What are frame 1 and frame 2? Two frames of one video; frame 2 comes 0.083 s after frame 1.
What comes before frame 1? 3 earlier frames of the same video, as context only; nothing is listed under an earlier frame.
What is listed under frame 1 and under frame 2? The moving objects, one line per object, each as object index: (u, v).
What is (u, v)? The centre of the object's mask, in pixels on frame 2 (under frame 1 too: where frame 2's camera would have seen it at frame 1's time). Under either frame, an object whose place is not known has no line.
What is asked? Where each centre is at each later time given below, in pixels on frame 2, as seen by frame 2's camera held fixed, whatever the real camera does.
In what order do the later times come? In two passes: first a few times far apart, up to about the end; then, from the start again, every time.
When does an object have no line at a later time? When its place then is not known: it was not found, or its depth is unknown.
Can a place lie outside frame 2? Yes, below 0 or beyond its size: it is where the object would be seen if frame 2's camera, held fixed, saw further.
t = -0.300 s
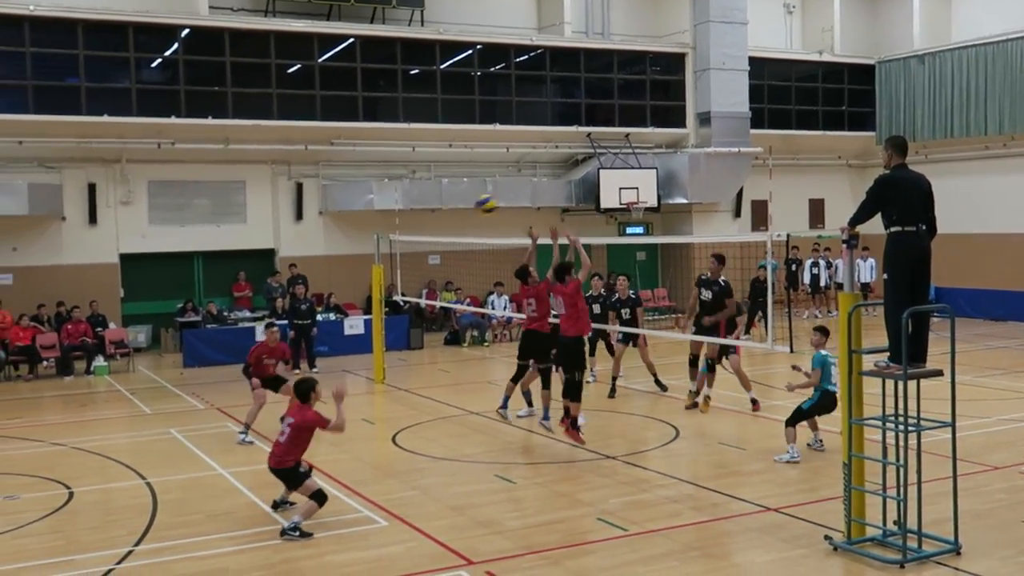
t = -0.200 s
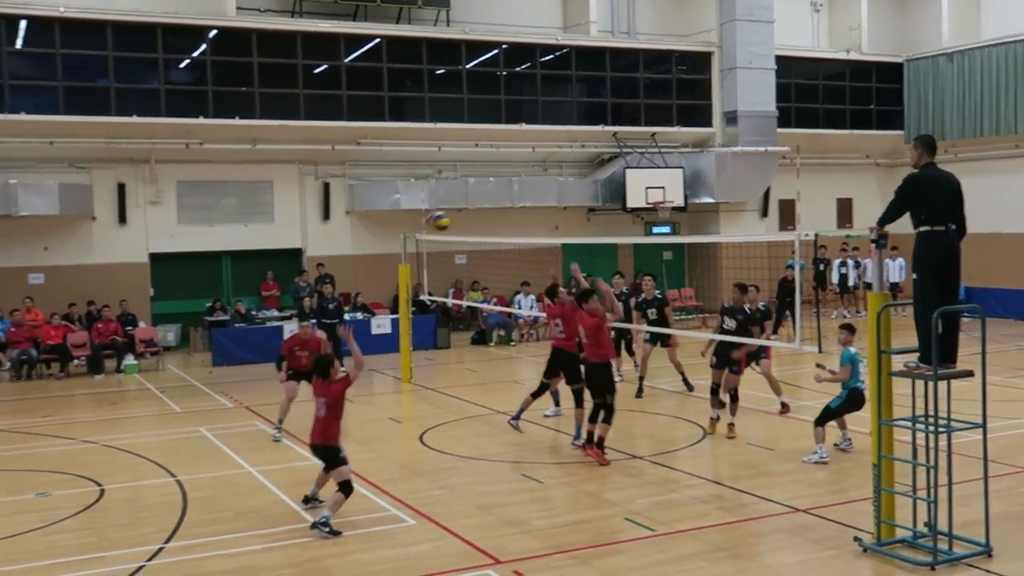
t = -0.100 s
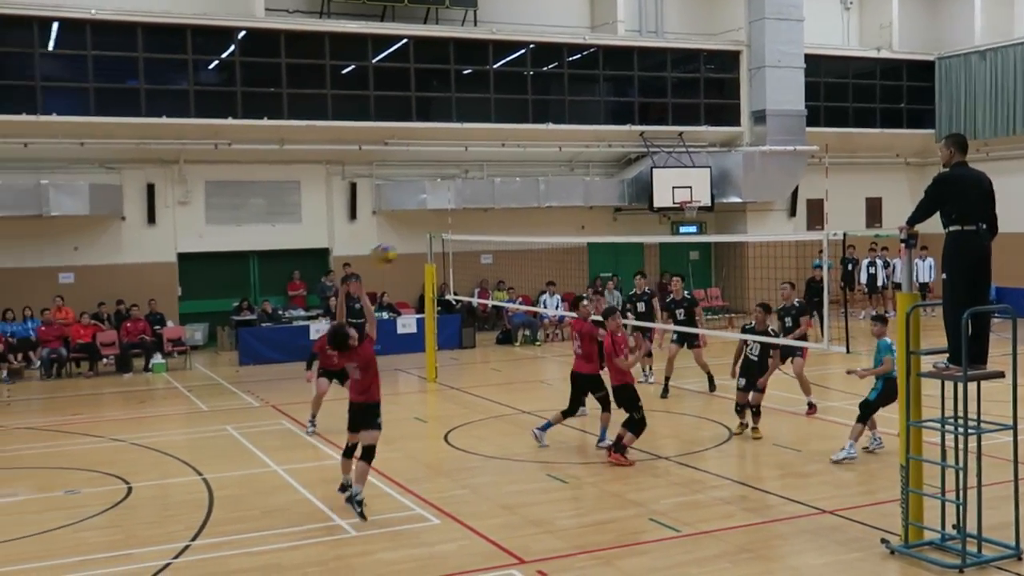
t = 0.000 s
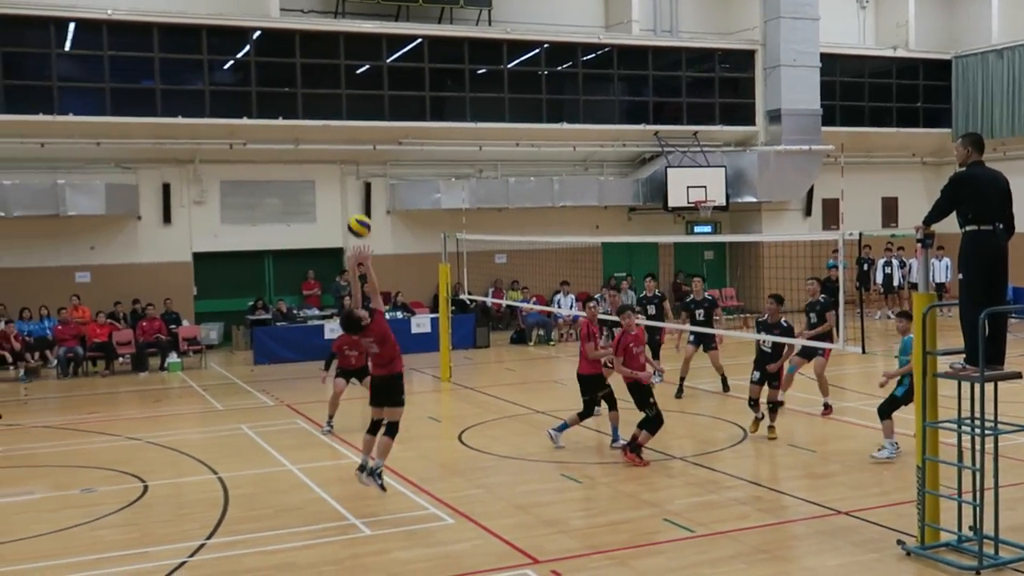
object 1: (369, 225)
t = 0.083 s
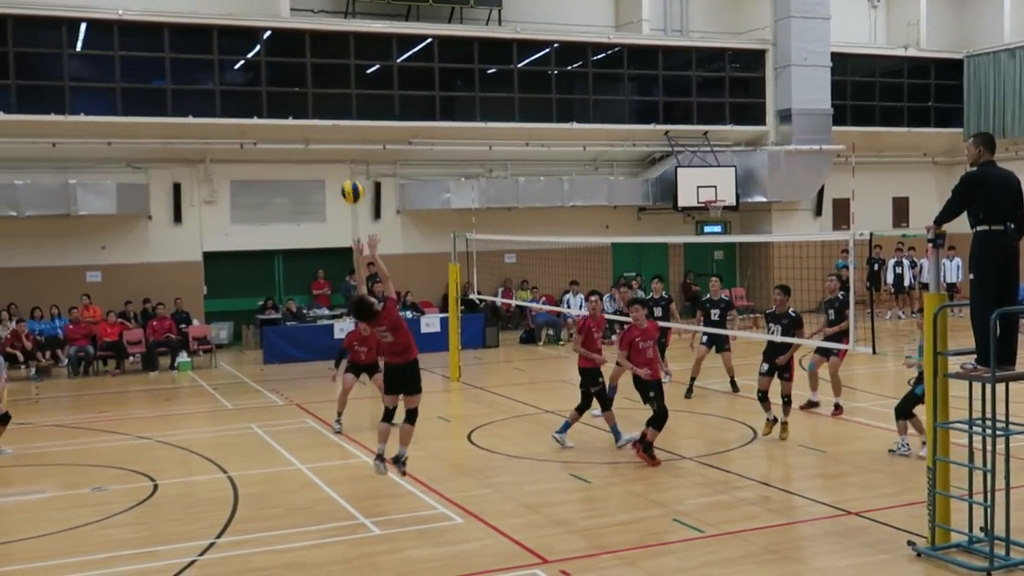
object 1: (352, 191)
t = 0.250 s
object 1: (320, 147)
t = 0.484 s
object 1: (276, 136)
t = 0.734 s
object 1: (232, 191)
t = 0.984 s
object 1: (194, 314)
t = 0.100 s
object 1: (349, 187)
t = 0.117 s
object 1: (345, 181)
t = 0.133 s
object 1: (342, 176)
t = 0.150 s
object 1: (339, 170)
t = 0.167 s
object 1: (335, 164)
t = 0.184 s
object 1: (332, 161)
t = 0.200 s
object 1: (329, 157)
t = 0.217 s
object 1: (326, 153)
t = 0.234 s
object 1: (323, 150)
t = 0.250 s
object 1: (320, 147)
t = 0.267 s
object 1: (316, 144)
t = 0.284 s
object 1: (313, 141)
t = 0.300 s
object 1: (311, 139)
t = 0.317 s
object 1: (307, 138)
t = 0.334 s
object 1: (303, 137)
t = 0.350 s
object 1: (301, 135)
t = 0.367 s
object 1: (299, 134)
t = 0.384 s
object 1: (295, 132)
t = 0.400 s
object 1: (291, 132)
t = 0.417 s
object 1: (288, 133)
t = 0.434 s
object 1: (285, 133)
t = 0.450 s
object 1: (282, 134)
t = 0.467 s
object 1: (279, 135)
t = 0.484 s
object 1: (276, 136)
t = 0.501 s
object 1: (273, 138)
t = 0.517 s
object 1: (270, 140)
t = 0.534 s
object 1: (267, 141)
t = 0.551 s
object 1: (264, 144)
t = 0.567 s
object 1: (261, 147)
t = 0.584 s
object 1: (257, 150)
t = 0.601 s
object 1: (256, 152)
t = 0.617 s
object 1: (253, 155)
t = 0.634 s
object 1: (249, 159)
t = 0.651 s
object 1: (246, 164)
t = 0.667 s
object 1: (244, 169)
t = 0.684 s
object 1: (241, 174)
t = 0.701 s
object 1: (238, 179)
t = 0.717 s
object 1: (235, 185)
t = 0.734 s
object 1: (232, 191)
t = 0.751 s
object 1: (230, 197)
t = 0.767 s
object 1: (227, 204)
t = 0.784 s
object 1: (224, 211)
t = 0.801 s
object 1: (222, 218)
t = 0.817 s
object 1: (219, 226)
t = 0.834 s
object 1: (217, 233)
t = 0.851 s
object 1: (214, 241)
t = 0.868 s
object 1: (212, 250)
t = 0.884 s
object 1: (210, 258)
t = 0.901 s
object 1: (208, 266)
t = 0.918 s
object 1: (205, 275)
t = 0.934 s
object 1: (202, 284)
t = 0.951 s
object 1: (200, 293)
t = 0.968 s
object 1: (196, 304)
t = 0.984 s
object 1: (194, 314)
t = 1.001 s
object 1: (192, 326)
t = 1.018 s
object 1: (190, 337)
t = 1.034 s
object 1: (187, 347)
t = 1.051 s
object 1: (186, 359)
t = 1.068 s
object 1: (185, 369)
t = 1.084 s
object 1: (182, 381)
